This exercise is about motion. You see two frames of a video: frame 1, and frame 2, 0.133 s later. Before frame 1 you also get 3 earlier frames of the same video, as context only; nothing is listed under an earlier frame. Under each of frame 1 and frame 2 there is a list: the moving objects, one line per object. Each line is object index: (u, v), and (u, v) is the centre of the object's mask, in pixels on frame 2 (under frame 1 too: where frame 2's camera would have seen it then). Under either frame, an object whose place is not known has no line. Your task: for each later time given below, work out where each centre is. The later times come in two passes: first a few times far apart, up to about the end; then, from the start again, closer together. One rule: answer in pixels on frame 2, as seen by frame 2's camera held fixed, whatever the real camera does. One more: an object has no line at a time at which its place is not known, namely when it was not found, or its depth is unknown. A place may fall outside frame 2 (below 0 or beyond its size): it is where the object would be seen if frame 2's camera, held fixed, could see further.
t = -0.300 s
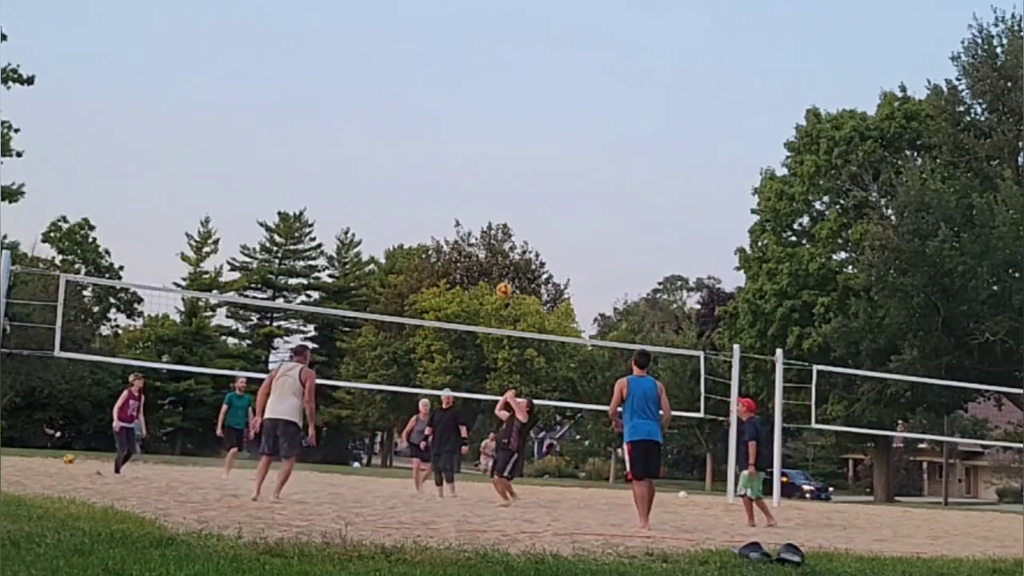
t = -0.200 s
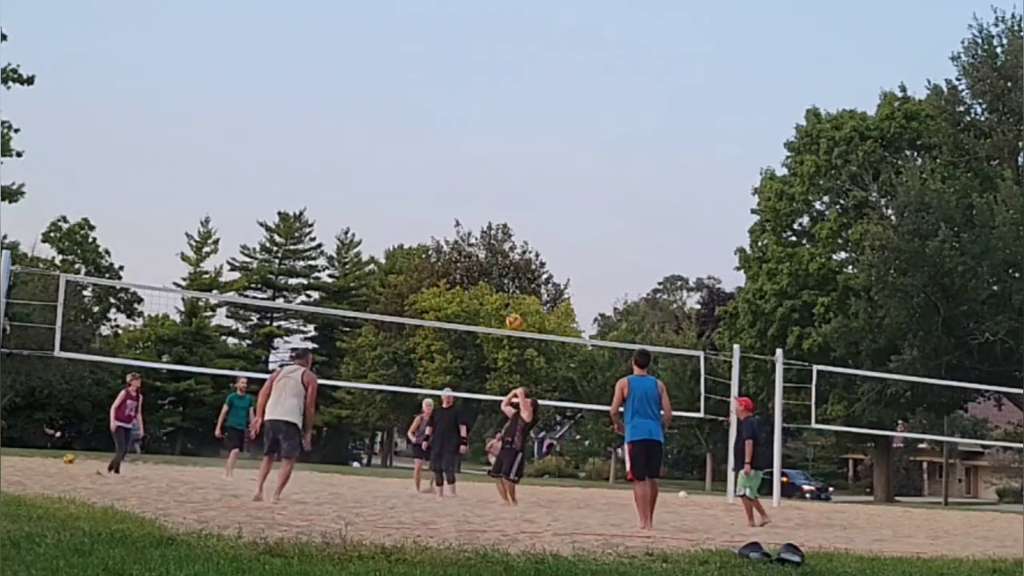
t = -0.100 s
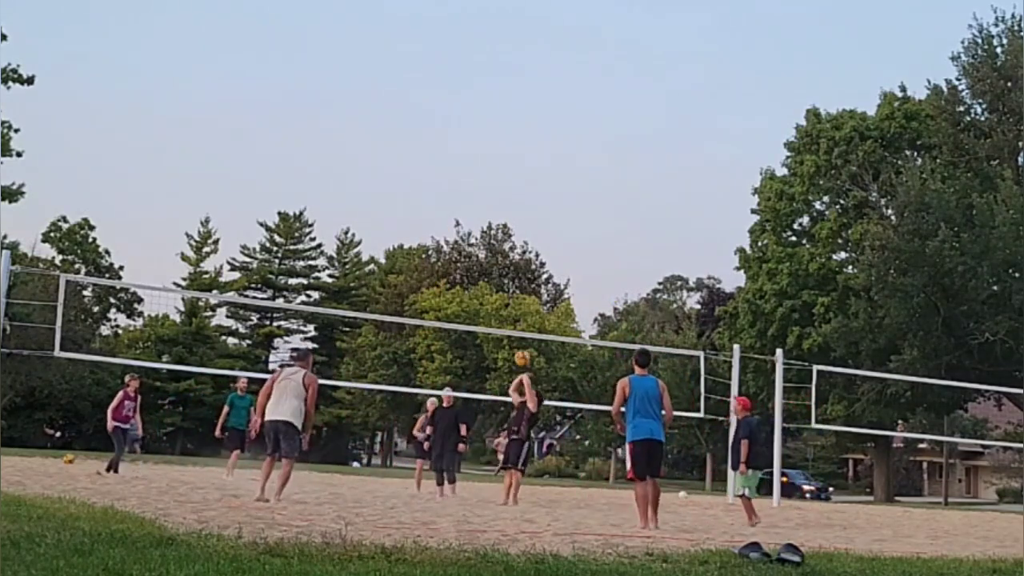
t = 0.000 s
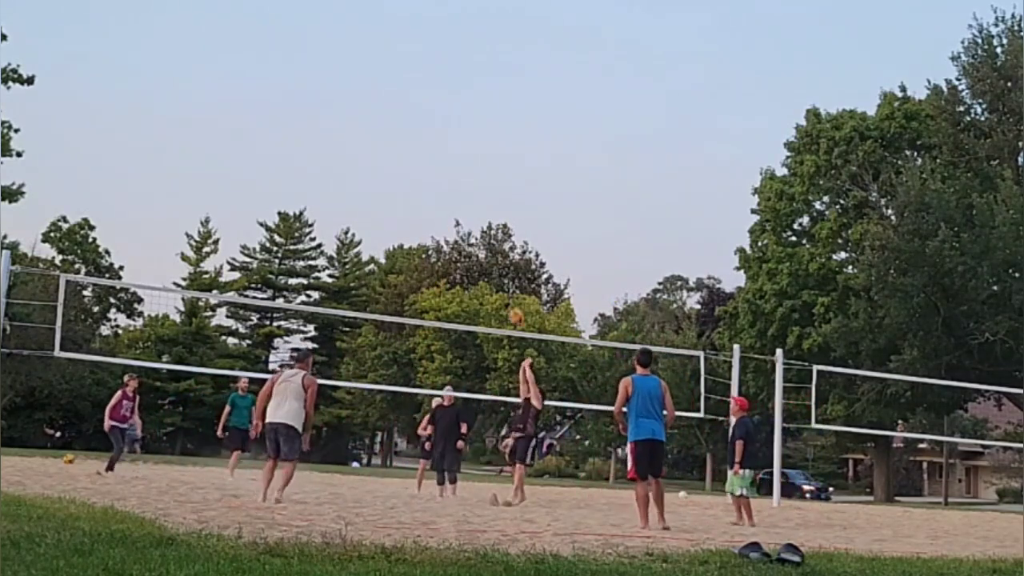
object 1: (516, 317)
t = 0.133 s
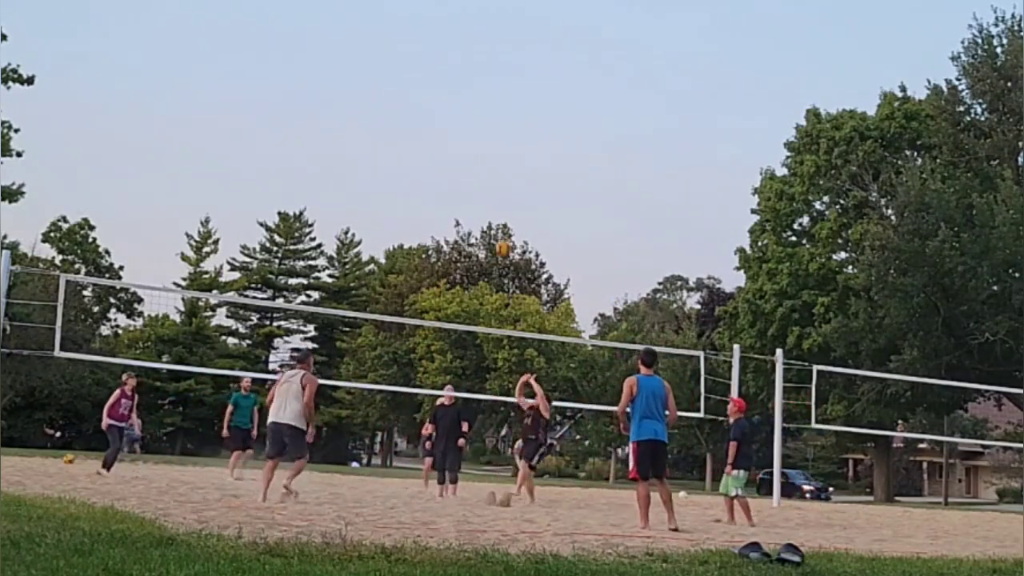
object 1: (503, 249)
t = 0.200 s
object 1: (496, 218)
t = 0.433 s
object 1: (472, 142)
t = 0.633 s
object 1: (450, 107)
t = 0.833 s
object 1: (426, 99)
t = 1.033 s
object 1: (400, 119)
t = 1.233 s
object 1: (372, 166)
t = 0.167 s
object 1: (500, 234)
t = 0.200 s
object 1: (496, 218)
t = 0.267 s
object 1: (489, 193)
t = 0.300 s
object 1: (486, 181)
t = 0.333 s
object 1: (483, 170)
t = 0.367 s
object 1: (479, 160)
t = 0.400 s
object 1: (476, 151)
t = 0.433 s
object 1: (472, 142)
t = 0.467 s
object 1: (468, 134)
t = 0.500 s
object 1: (465, 127)
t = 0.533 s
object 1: (461, 121)
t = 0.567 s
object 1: (457, 116)
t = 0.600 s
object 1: (453, 111)
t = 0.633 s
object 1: (450, 107)
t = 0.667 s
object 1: (446, 104)
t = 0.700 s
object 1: (442, 102)
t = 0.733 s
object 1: (438, 100)
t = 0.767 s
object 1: (434, 99)
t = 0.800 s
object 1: (430, 99)
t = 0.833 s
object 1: (426, 99)
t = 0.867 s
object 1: (421, 101)
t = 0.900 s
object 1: (417, 103)
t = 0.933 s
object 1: (413, 105)
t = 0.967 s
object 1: (409, 110)
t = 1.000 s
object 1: (404, 114)
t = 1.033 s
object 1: (400, 119)
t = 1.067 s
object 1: (395, 125)
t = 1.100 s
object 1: (391, 132)
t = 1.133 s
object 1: (386, 139)
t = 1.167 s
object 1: (381, 148)
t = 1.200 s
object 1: (377, 156)
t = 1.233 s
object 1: (372, 166)
